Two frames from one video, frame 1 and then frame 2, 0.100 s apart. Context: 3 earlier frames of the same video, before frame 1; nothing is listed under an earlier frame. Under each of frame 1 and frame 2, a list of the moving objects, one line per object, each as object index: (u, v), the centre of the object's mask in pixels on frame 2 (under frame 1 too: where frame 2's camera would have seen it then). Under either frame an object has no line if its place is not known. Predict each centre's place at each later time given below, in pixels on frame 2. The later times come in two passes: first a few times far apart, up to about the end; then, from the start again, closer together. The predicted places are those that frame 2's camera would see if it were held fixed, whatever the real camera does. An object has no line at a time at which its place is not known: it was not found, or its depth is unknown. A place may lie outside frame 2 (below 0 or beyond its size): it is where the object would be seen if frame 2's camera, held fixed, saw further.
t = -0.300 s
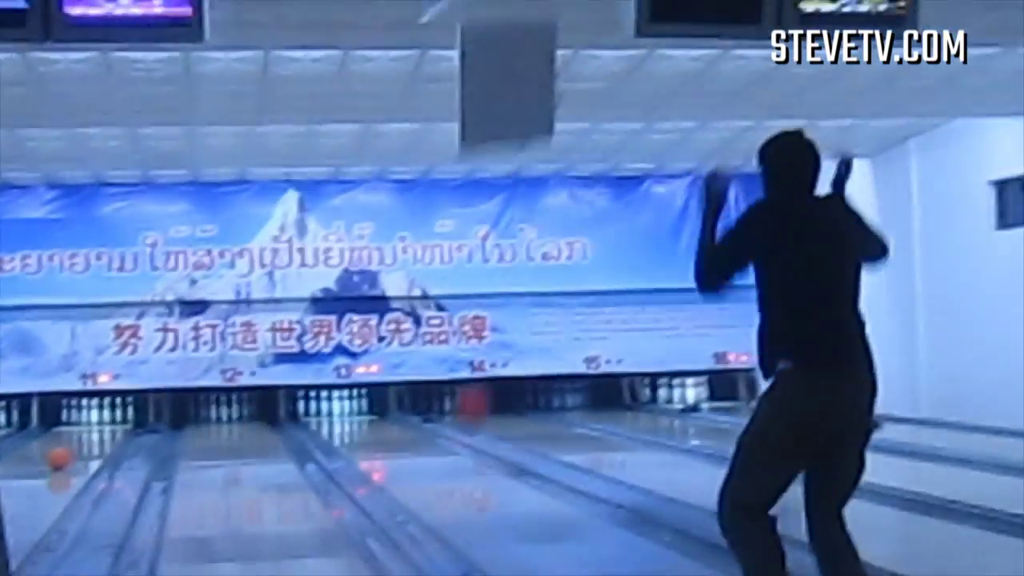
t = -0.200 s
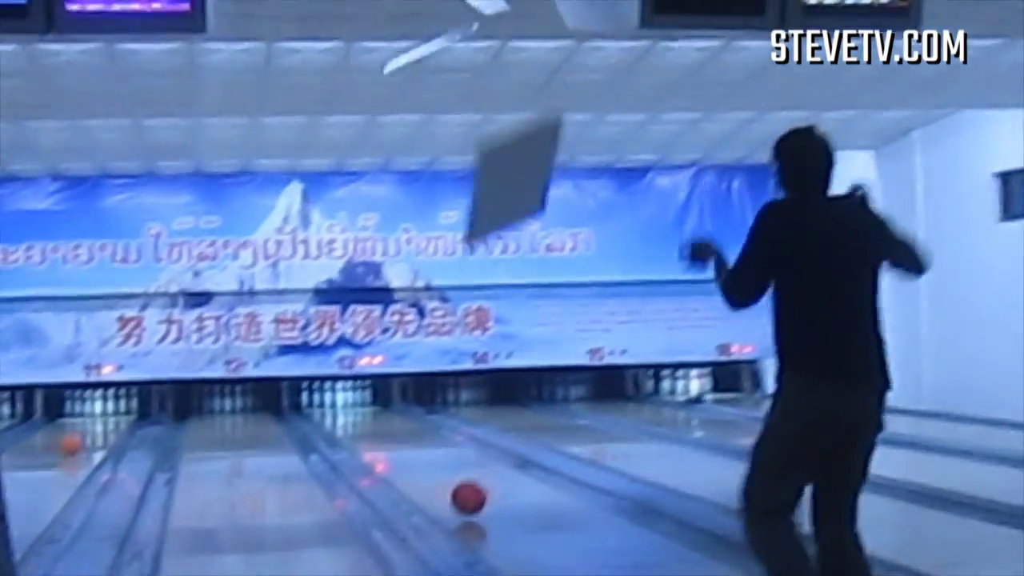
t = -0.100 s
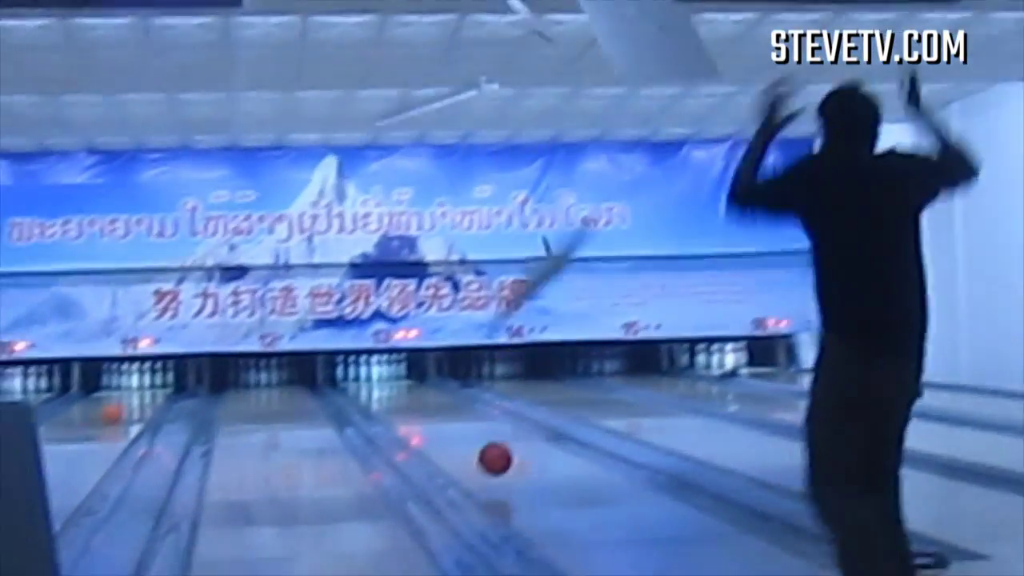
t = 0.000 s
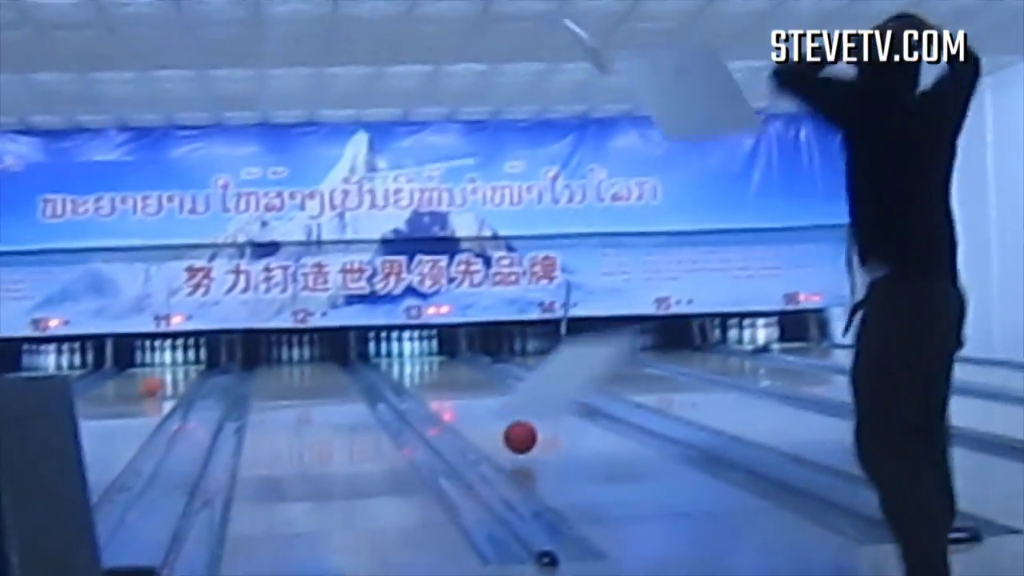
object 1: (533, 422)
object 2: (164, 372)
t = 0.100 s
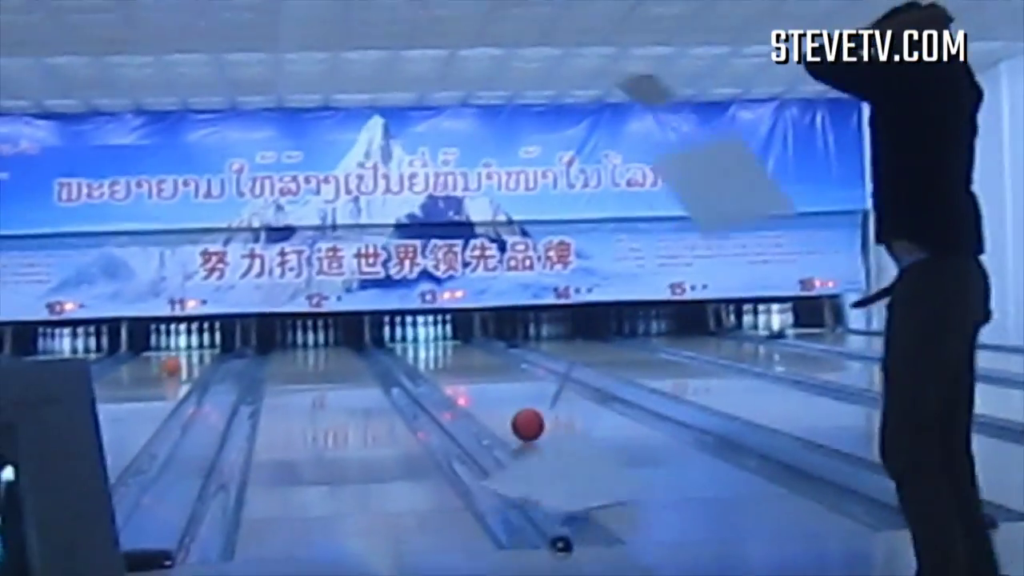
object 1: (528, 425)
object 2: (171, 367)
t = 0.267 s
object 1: (518, 422)
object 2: (182, 361)
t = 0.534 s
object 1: (502, 416)
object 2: (190, 354)
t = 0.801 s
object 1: (488, 412)
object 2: (197, 349)
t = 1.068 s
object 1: (471, 412)
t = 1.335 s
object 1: (462, 412)
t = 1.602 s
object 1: (456, 410)
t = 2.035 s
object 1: (450, 402)
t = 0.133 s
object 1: (526, 424)
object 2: (173, 366)
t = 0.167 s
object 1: (524, 424)
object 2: (176, 365)
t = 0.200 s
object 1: (522, 423)
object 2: (179, 363)
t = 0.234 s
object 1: (520, 422)
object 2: (180, 361)
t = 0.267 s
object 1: (518, 422)
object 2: (182, 361)
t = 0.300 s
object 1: (515, 421)
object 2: (184, 360)
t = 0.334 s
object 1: (513, 420)
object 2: (185, 359)
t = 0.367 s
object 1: (511, 420)
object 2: (187, 359)
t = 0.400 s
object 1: (510, 419)
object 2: (188, 357)
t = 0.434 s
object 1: (507, 418)
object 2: (188, 357)
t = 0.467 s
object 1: (506, 417)
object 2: (189, 355)
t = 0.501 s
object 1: (504, 417)
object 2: (190, 355)
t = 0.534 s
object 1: (502, 416)
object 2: (190, 354)
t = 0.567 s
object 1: (500, 416)
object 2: (191, 353)
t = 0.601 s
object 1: (498, 415)
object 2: (192, 353)
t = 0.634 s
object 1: (497, 415)
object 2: (193, 352)
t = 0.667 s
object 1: (494, 414)
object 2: (195, 352)
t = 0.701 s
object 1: (493, 414)
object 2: (195, 351)
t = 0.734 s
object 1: (491, 413)
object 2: (196, 350)
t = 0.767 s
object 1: (490, 413)
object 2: (197, 349)
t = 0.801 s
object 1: (488, 412)
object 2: (197, 349)
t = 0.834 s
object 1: (486, 412)
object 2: (198, 348)
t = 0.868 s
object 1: (485, 411)
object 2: (199, 348)
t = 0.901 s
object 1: (483, 411)
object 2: (200, 346)
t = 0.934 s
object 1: (481, 411)
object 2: (202, 344)
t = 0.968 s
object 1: (479, 411)
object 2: (202, 344)
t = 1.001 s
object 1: (477, 411)
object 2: (203, 343)
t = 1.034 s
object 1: (474, 411)
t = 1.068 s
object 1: (471, 412)
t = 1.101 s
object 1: (468, 414)
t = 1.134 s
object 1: (465, 415)
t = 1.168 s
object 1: (462, 414)
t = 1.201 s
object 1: (462, 412)
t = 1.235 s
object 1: (464, 411)
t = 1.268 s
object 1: (465, 411)
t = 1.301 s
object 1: (464, 412)
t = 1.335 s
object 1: (462, 412)
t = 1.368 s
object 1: (460, 412)
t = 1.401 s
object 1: (459, 411)
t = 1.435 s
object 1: (459, 411)
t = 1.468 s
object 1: (459, 411)
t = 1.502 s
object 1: (458, 411)
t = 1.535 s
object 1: (458, 410)
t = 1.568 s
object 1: (457, 410)
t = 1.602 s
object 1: (456, 410)
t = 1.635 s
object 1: (454, 409)
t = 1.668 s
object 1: (454, 409)
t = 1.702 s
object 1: (454, 408)
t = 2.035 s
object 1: (450, 402)
